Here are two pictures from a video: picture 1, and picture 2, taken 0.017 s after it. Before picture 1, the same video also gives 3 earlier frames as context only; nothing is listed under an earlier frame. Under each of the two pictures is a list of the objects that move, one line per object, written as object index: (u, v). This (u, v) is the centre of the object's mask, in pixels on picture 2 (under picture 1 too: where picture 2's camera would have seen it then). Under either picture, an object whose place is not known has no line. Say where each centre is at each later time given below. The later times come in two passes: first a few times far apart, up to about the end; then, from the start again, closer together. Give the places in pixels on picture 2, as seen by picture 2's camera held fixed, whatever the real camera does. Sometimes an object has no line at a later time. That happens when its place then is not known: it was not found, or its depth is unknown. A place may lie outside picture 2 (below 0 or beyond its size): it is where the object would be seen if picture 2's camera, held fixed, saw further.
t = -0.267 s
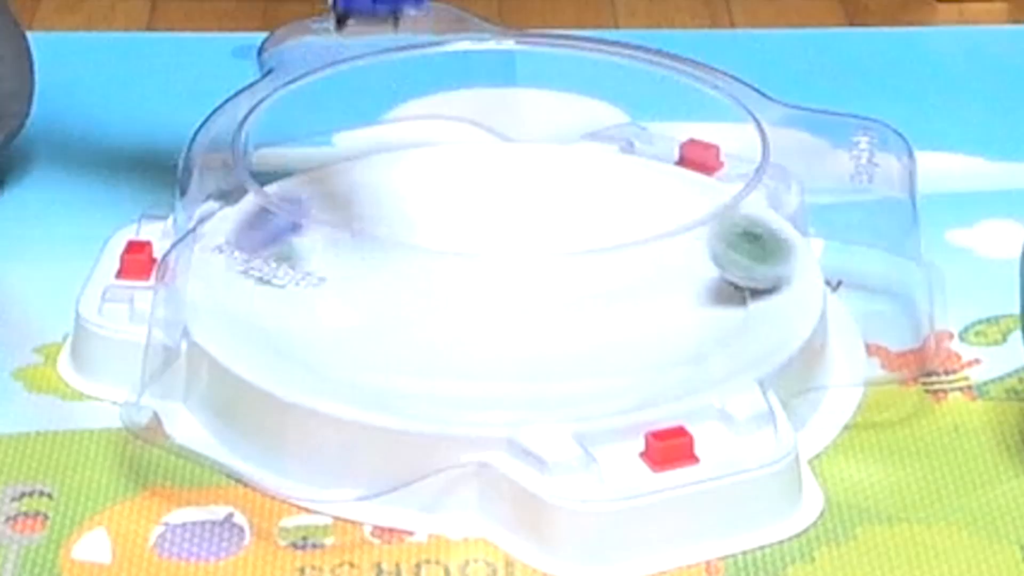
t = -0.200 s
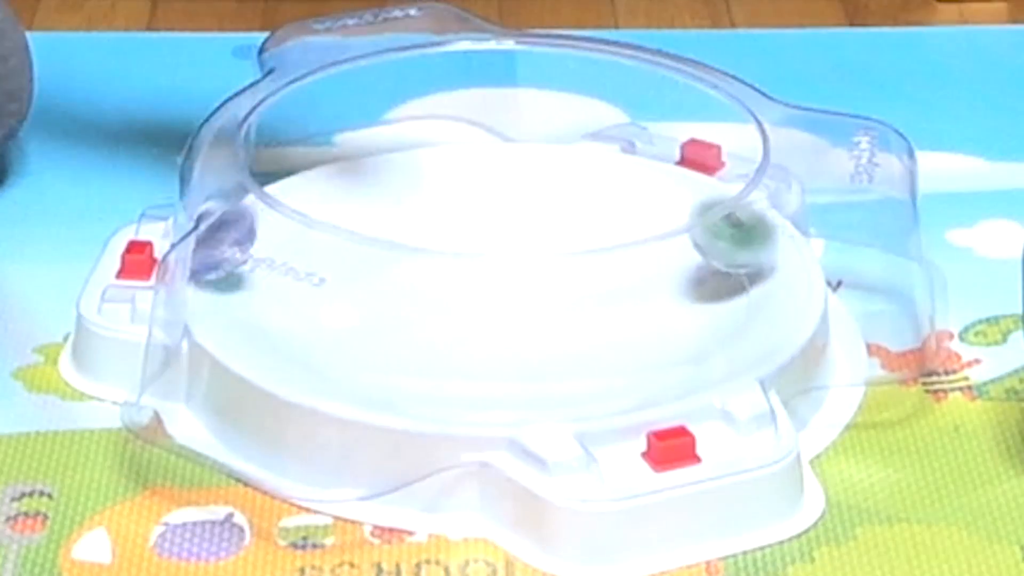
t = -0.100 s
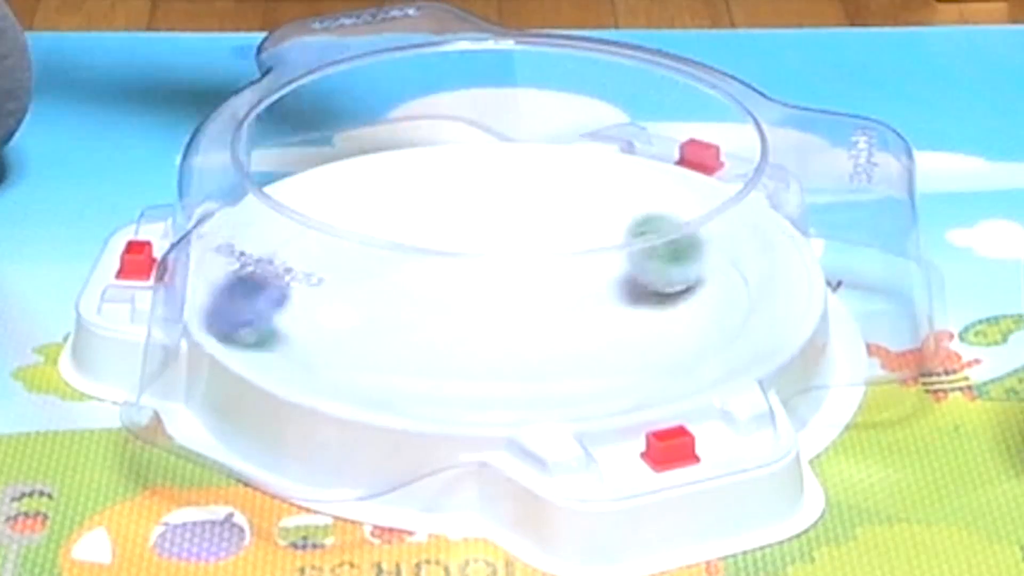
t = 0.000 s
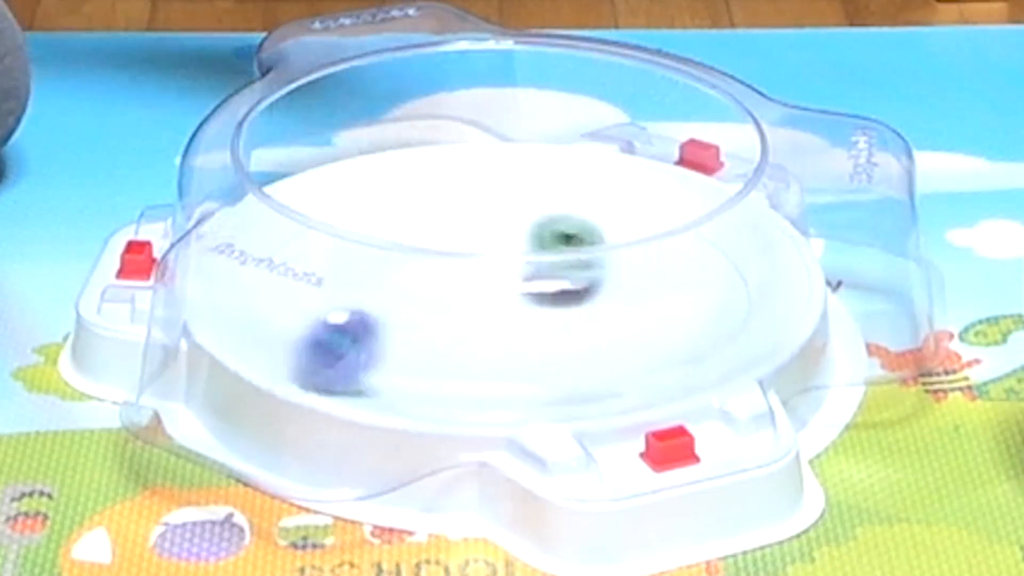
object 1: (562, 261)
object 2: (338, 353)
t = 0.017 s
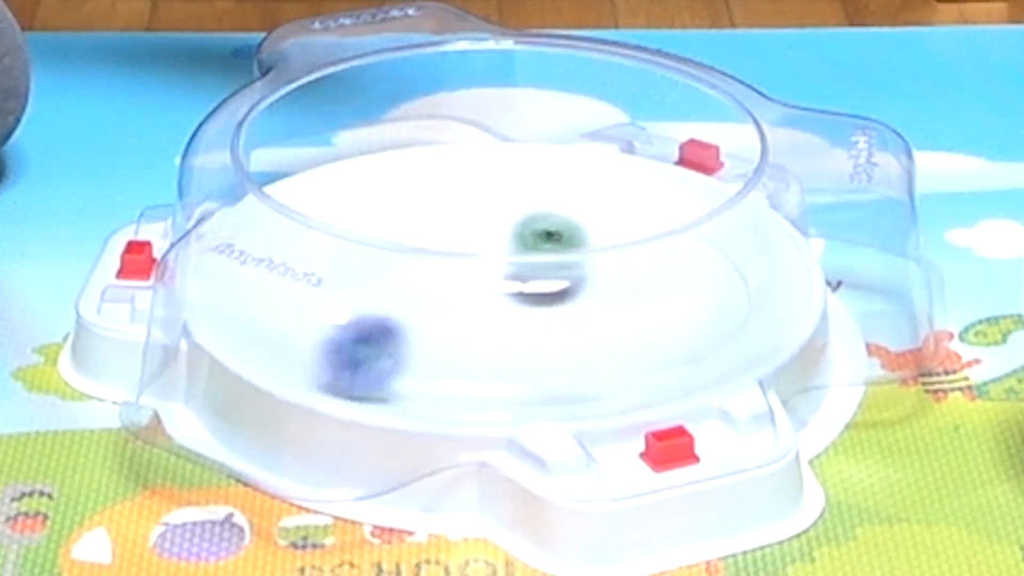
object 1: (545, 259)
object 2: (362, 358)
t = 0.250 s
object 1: (417, 259)
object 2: (737, 321)
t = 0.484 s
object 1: (556, 283)
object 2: (869, 218)
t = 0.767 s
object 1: (639, 224)
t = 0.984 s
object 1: (571, 237)
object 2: (869, 372)
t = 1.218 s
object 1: (583, 301)
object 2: (869, 370)
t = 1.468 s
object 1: (666, 297)
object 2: (900, 356)
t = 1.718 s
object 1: (599, 311)
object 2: (894, 333)
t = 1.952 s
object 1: (562, 344)
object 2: (889, 321)
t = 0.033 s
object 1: (530, 260)
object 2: (391, 365)
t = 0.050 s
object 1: (514, 257)
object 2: (421, 370)
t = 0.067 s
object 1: (499, 257)
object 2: (453, 375)
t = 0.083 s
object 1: (485, 256)
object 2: (485, 378)
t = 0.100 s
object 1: (469, 256)
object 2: (519, 380)
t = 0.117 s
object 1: (458, 254)
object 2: (553, 377)
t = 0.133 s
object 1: (447, 254)
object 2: (586, 372)
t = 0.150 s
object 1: (437, 255)
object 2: (619, 369)
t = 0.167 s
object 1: (430, 255)
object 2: (643, 362)
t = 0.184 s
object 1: (424, 255)
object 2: (664, 355)
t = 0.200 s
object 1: (420, 256)
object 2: (685, 349)
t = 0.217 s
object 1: (418, 257)
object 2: (703, 337)
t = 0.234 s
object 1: (416, 258)
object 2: (720, 326)
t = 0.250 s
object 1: (417, 259)
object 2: (737, 321)
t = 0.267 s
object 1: (419, 261)
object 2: (752, 313)
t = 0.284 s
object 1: (422, 263)
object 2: (765, 303)
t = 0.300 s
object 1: (428, 265)
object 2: (778, 293)
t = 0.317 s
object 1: (435, 268)
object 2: (786, 285)
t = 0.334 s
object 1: (444, 272)
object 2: (793, 276)
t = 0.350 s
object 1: (454, 274)
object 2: (798, 266)
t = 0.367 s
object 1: (465, 277)
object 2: (805, 259)
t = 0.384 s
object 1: (476, 279)
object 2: (814, 249)
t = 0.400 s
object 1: (490, 281)
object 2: (822, 244)
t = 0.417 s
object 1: (502, 283)
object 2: (827, 245)
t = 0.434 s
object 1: (517, 284)
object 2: (837, 238)
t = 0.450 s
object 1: (530, 285)
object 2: (850, 223)
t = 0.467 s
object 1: (543, 284)
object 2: (859, 219)
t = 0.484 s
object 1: (556, 283)
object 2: (869, 218)
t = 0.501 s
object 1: (567, 281)
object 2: (870, 226)
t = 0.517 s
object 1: (579, 279)
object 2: (866, 241)
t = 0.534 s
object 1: (590, 276)
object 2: (882, 255)
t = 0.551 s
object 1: (599, 273)
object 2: (874, 296)
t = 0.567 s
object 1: (606, 269)
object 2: (877, 308)
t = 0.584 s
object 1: (614, 266)
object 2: (885, 304)
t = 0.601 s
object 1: (621, 263)
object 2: (879, 308)
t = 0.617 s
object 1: (626, 259)
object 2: (879, 317)
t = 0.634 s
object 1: (633, 255)
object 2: (886, 322)
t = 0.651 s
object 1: (637, 251)
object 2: (884, 323)
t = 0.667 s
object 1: (640, 246)
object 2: (879, 327)
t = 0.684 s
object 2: (880, 331)
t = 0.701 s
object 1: (644, 237)
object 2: (885, 335)
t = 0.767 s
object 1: (639, 224)
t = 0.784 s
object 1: (636, 221)
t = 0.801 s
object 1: (631, 219)
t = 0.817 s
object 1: (627, 216)
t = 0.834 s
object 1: (621, 208)
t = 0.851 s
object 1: (615, 208)
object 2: (869, 375)
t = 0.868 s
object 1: (608, 209)
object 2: (873, 374)
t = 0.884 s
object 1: (603, 208)
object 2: (874, 372)
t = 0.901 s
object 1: (598, 209)
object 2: (874, 371)
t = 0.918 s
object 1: (592, 212)
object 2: (873, 372)
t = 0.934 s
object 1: (586, 222)
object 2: (872, 372)
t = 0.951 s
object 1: (580, 227)
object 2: (868, 372)
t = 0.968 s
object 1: (575, 232)
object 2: (869, 372)
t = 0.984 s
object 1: (571, 237)
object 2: (869, 372)
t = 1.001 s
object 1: (568, 242)
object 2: (869, 371)
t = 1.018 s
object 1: (563, 249)
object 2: (868, 370)
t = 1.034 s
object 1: (561, 255)
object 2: (869, 371)
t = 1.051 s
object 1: (559, 261)
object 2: (868, 370)
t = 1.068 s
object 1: (559, 267)
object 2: (867, 370)
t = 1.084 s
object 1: (558, 272)
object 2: (868, 368)
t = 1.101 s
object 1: (559, 276)
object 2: (868, 368)
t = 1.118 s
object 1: (560, 281)
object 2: (869, 367)
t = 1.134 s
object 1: (562, 286)
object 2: (869, 368)
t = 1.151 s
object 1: (565, 290)
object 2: (869, 368)
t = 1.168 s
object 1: (568, 296)
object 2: (869, 369)
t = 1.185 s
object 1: (572, 298)
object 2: (869, 370)
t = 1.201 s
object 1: (577, 300)
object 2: (869, 370)
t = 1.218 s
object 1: (583, 301)
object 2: (869, 370)
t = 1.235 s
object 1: (588, 304)
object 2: (868, 370)
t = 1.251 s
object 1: (595, 307)
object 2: (870, 370)
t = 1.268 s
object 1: (602, 308)
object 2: (871, 369)
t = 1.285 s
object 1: (609, 309)
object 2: (871, 369)
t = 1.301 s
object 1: (616, 309)
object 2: (871, 368)
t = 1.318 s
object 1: (622, 310)
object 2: (870, 367)
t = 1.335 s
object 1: (629, 309)
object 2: (870, 366)
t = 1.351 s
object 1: (636, 309)
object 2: (874, 365)
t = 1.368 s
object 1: (641, 308)
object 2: (879, 364)
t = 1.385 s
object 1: (647, 307)
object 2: (883, 363)
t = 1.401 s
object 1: (652, 306)
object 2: (888, 362)
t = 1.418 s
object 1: (657, 303)
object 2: (891, 360)
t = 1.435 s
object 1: (661, 301)
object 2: (895, 359)
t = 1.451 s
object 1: (664, 299)
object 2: (899, 357)
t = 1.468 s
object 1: (666, 297)
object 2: (900, 356)
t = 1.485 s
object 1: (667, 295)
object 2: (902, 354)
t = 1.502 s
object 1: (666, 293)
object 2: (902, 353)
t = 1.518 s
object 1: (664, 292)
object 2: (904, 351)
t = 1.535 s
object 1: (660, 292)
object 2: (906, 351)
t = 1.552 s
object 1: (656, 292)
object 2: (907, 349)
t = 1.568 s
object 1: (652, 293)
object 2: (906, 348)
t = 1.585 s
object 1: (648, 294)
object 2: (905, 348)
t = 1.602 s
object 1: (643, 295)
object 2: (905, 345)
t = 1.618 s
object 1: (638, 296)
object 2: (906, 344)
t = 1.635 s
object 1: (633, 297)
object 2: (906, 344)
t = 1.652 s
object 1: (628, 300)
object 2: (906, 343)
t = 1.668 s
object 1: (621, 303)
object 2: (906, 342)
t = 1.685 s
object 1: (613, 305)
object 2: (899, 338)
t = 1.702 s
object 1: (606, 307)
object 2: (899, 337)
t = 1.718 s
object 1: (599, 311)
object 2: (894, 333)
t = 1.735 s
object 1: (592, 313)
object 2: (894, 331)
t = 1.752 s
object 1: (586, 317)
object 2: (894, 332)
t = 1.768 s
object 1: (580, 319)
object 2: (894, 331)
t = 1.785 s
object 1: (576, 322)
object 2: (893, 330)
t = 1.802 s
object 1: (572, 325)
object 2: (893, 328)
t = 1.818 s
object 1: (569, 326)
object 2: (891, 328)
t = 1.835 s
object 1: (568, 328)
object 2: (890, 326)
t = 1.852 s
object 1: (566, 331)
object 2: (890, 325)
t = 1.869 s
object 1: (565, 333)
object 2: (890, 325)
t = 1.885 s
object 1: (563, 336)
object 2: (890, 322)
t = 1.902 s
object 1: (562, 338)
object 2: (889, 322)
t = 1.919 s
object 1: (562, 341)
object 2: (888, 321)
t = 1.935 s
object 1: (562, 342)
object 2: (888, 321)
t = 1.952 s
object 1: (562, 344)
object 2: (889, 321)
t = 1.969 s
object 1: (563, 346)
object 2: (887, 319)
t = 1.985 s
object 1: (565, 347)
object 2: (885, 317)
